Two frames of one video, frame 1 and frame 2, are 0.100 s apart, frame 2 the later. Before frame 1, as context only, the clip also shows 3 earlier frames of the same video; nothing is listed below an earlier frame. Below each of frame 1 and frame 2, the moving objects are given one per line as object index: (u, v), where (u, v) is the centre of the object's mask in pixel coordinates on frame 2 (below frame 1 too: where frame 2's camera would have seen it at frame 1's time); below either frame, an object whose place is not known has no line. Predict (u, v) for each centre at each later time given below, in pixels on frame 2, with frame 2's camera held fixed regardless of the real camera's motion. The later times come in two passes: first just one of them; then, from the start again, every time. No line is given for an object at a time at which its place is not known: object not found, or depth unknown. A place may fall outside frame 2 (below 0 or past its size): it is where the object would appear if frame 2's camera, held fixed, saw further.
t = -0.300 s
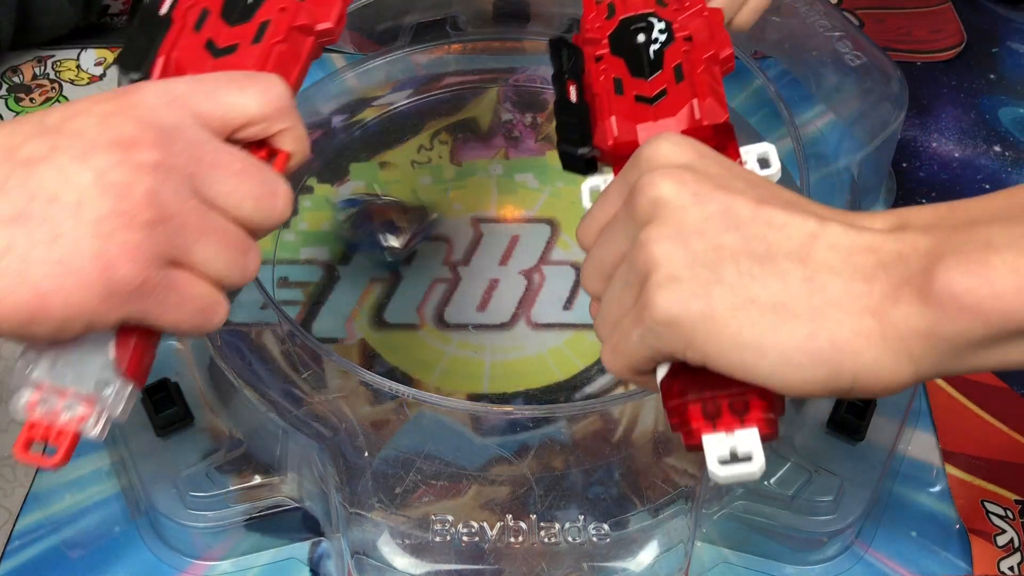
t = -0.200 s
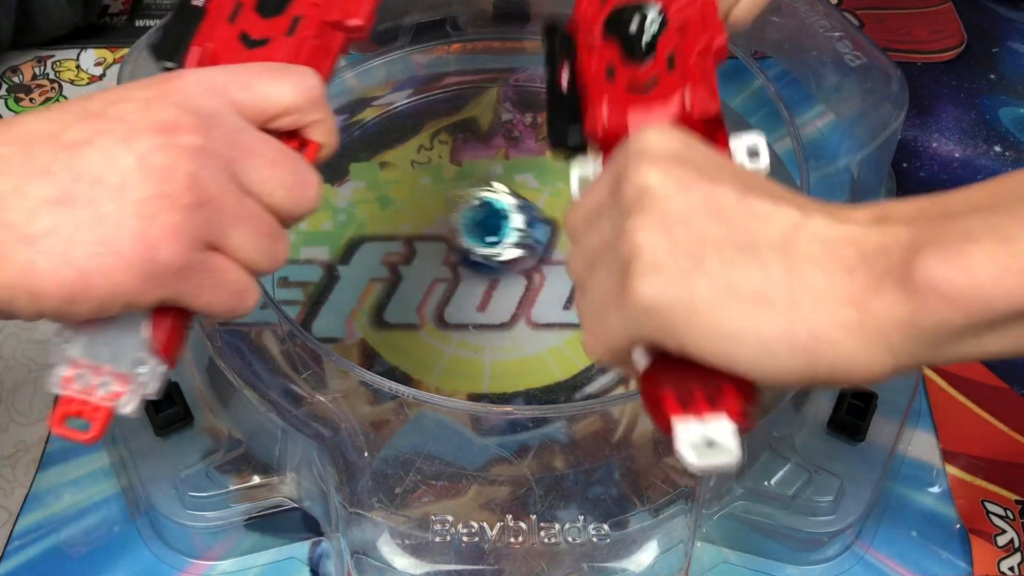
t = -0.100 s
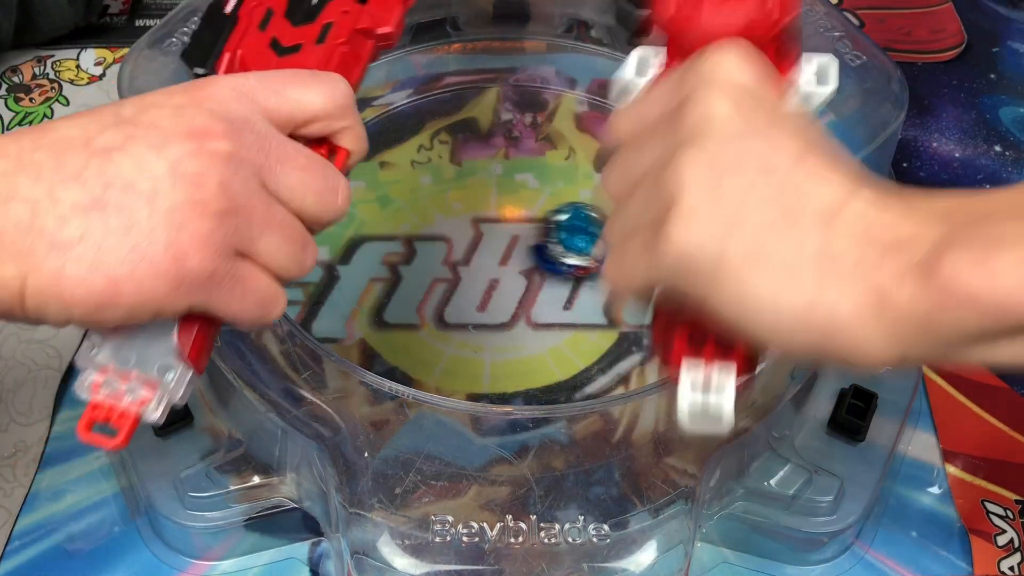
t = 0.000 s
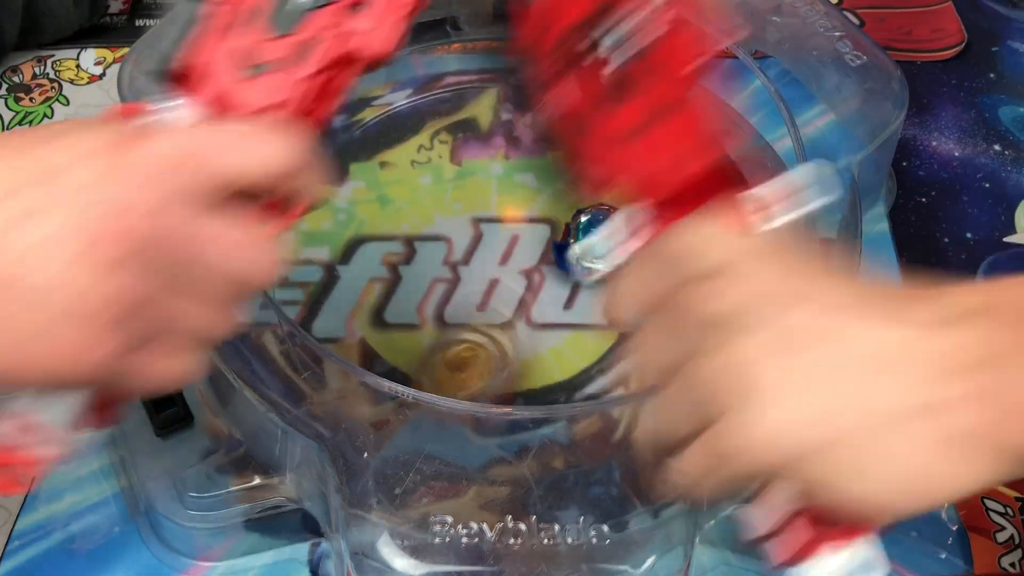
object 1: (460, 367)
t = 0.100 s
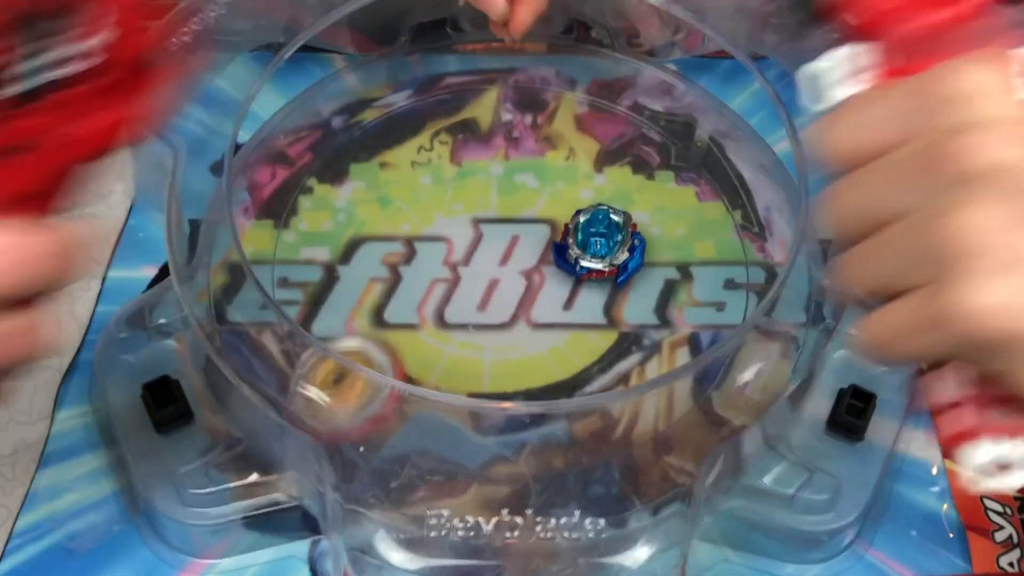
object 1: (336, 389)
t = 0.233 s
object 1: (385, 337)
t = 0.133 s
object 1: (345, 372)
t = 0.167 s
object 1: (353, 379)
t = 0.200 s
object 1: (374, 347)
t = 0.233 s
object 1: (385, 337)
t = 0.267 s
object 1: (408, 310)
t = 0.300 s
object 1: (439, 282)
